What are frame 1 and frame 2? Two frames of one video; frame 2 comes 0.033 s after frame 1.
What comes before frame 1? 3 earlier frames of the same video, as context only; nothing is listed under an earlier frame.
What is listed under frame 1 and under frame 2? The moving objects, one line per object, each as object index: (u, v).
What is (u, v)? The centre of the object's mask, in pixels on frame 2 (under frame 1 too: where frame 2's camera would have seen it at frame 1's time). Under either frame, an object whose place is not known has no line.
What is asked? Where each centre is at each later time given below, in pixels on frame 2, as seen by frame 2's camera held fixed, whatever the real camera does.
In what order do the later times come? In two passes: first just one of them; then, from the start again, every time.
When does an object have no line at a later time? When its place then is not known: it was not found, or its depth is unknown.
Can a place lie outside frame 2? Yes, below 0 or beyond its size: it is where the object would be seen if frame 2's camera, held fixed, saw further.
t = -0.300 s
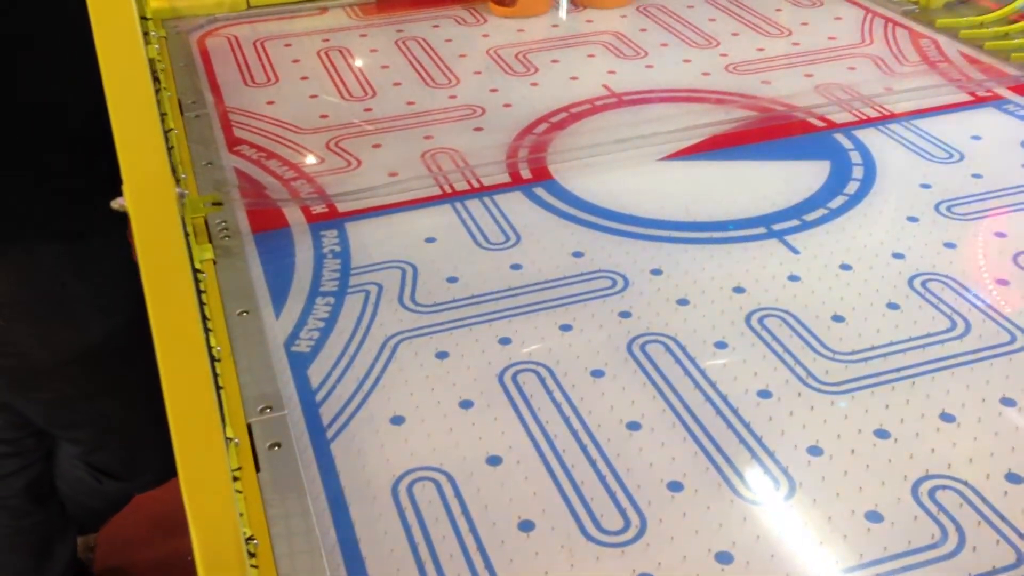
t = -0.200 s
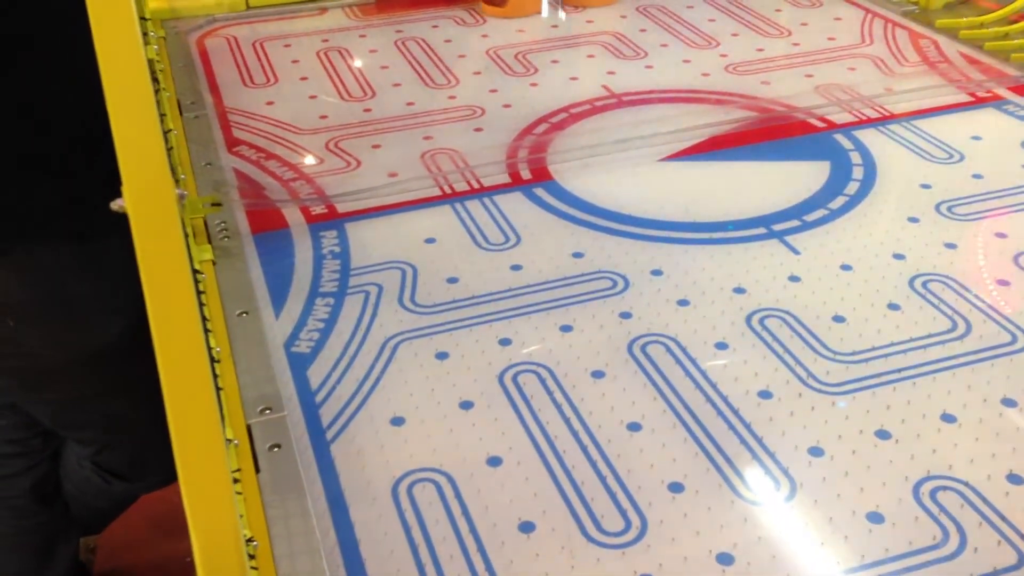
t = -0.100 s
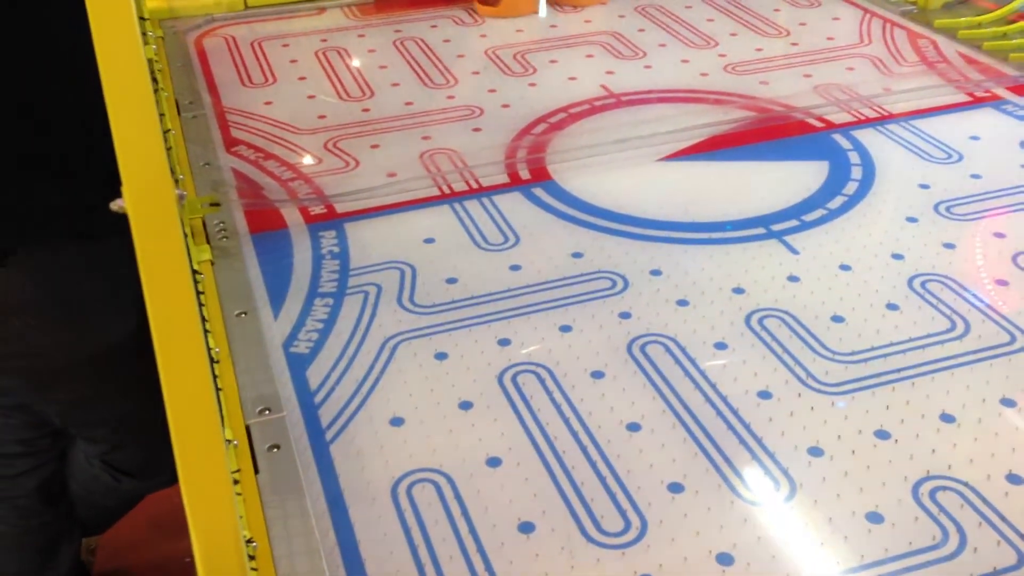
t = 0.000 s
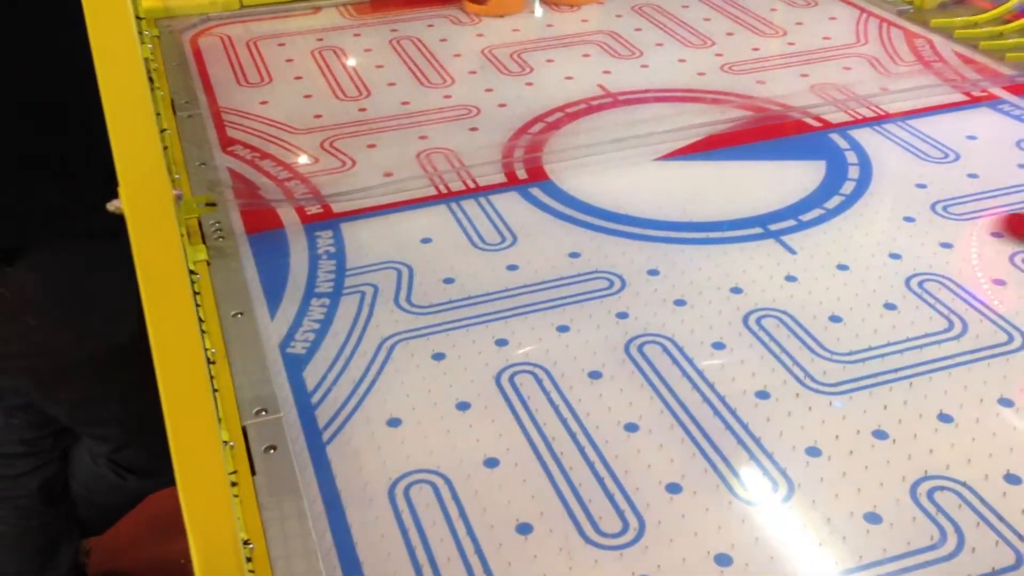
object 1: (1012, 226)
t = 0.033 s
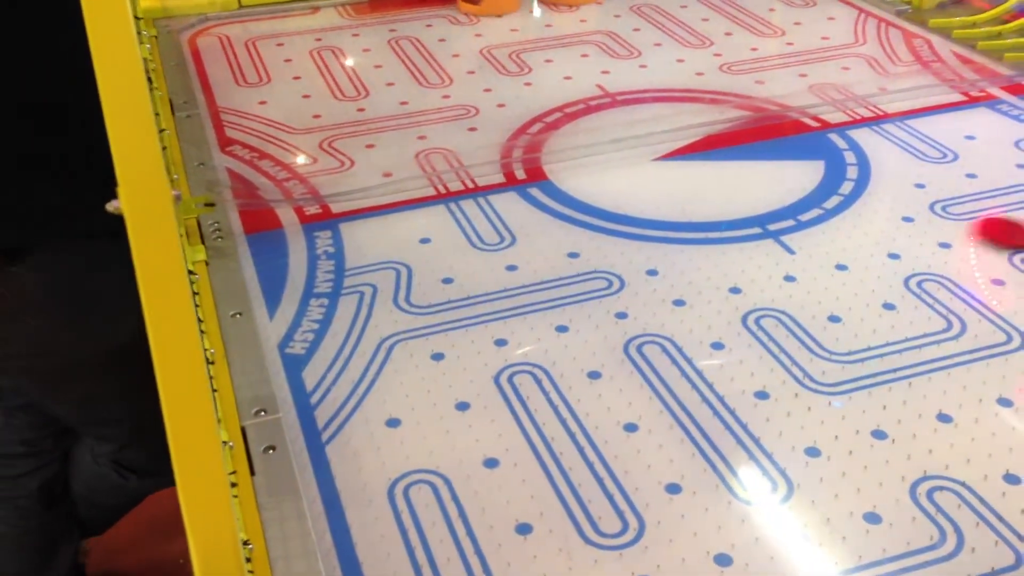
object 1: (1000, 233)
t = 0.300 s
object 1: (815, 276)
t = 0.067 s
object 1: (983, 239)
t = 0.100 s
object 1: (961, 243)
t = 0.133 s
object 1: (936, 249)
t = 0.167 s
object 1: (912, 254)
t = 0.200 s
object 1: (889, 259)
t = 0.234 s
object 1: (864, 265)
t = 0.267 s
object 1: (839, 270)
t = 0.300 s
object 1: (815, 276)
